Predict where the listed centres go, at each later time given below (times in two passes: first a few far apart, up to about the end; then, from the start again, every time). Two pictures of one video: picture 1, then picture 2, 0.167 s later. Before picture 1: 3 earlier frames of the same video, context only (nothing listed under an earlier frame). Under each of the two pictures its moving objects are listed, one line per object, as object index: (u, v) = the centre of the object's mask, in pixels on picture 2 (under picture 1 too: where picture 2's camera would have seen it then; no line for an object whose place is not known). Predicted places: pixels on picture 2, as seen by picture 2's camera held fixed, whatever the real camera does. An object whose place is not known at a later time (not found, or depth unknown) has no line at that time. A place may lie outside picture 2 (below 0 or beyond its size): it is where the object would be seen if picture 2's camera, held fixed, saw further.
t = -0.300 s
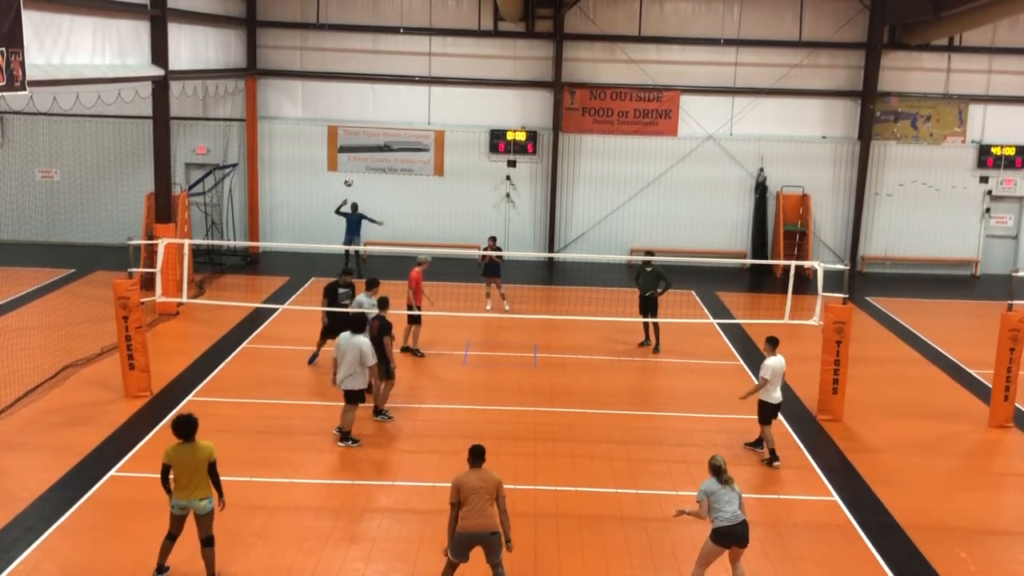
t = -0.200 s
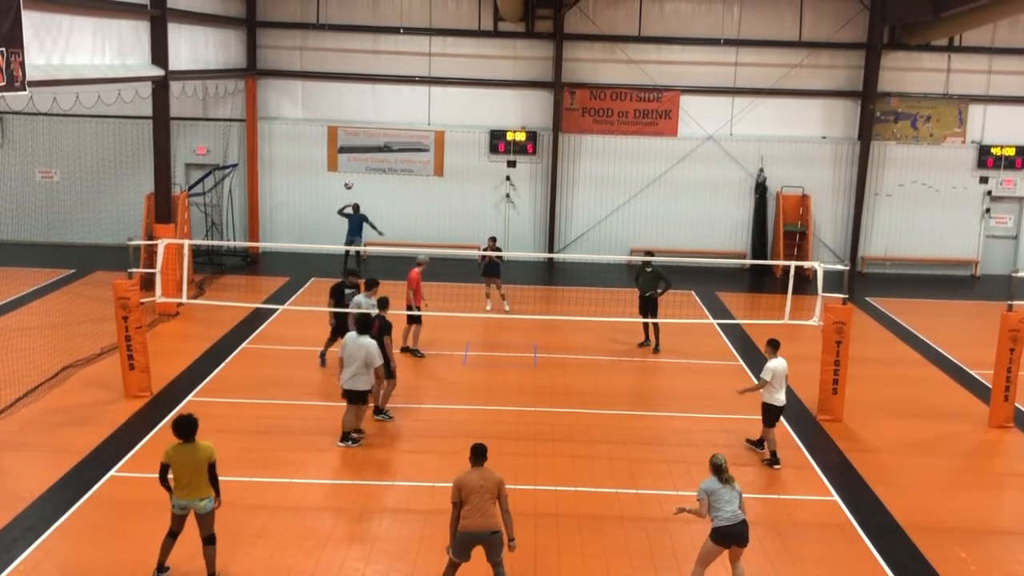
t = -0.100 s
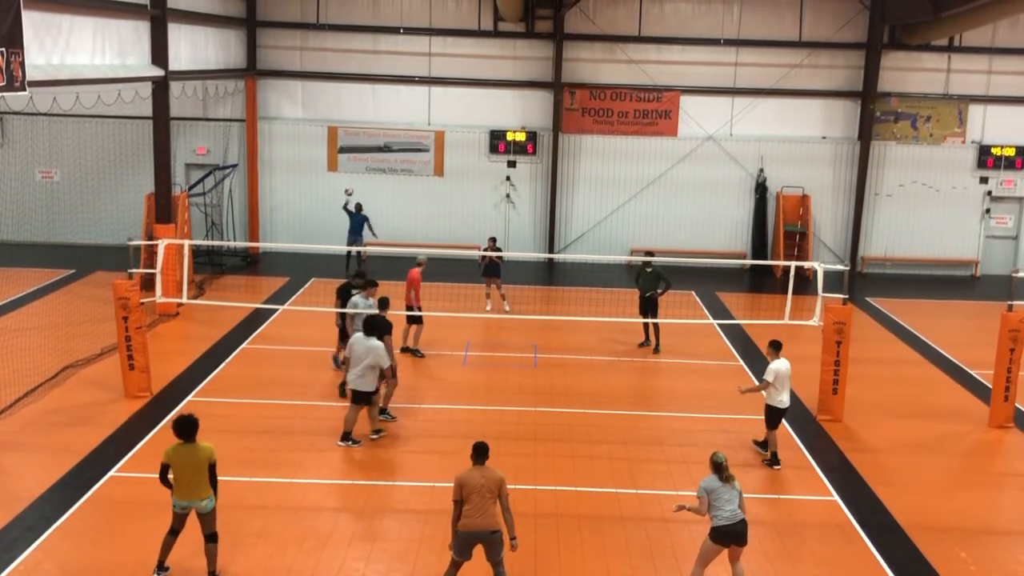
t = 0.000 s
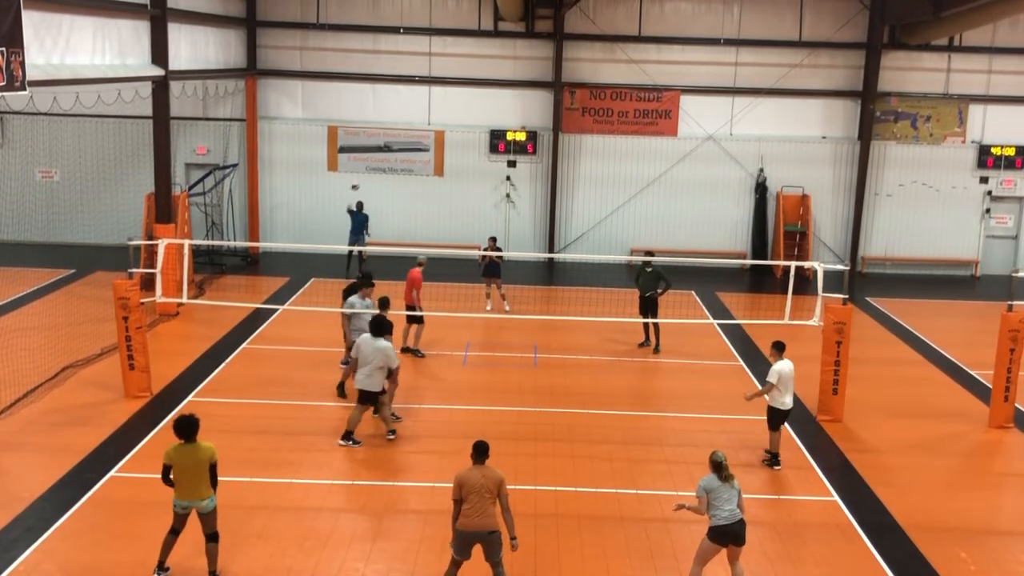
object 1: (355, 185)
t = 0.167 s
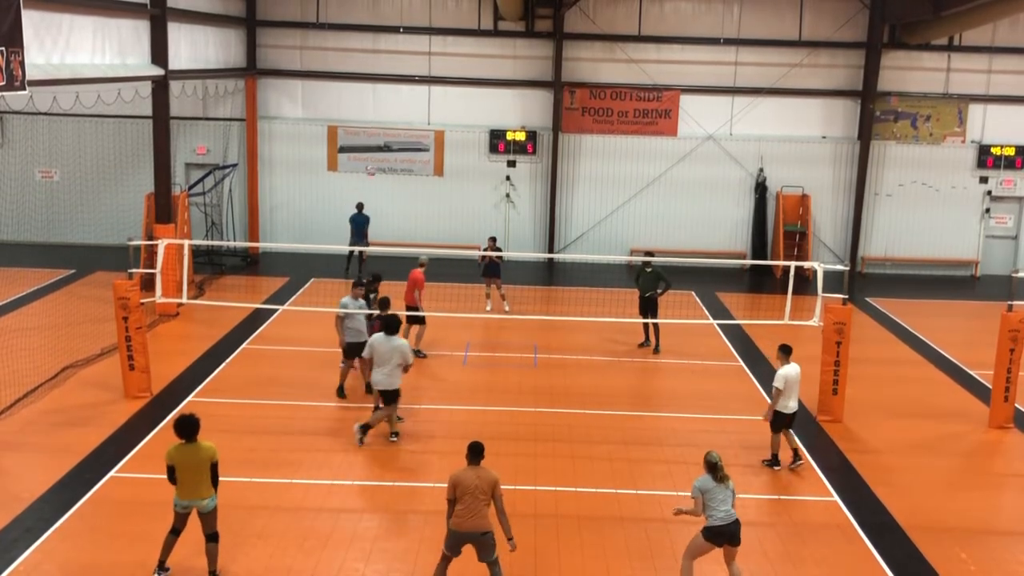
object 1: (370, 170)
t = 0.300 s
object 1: (386, 166)
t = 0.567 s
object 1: (422, 183)
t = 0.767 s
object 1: (453, 229)
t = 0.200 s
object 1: (373, 168)
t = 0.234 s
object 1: (379, 167)
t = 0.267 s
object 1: (382, 166)
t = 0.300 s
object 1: (386, 166)
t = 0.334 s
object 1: (390, 166)
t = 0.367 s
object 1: (392, 167)
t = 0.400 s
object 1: (398, 167)
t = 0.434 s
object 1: (403, 169)
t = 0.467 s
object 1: (408, 171)
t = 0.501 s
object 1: (412, 175)
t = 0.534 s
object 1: (417, 178)
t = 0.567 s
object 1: (422, 183)
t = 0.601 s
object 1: (427, 190)
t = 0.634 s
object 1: (432, 196)
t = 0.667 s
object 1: (437, 203)
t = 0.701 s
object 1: (441, 210)
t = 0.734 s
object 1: (447, 220)
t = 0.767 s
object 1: (453, 229)
